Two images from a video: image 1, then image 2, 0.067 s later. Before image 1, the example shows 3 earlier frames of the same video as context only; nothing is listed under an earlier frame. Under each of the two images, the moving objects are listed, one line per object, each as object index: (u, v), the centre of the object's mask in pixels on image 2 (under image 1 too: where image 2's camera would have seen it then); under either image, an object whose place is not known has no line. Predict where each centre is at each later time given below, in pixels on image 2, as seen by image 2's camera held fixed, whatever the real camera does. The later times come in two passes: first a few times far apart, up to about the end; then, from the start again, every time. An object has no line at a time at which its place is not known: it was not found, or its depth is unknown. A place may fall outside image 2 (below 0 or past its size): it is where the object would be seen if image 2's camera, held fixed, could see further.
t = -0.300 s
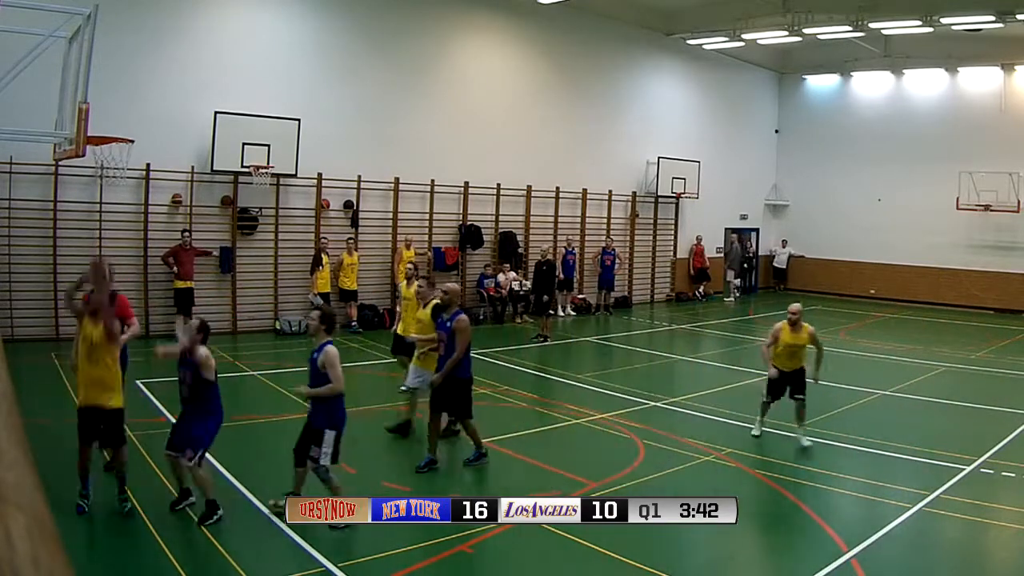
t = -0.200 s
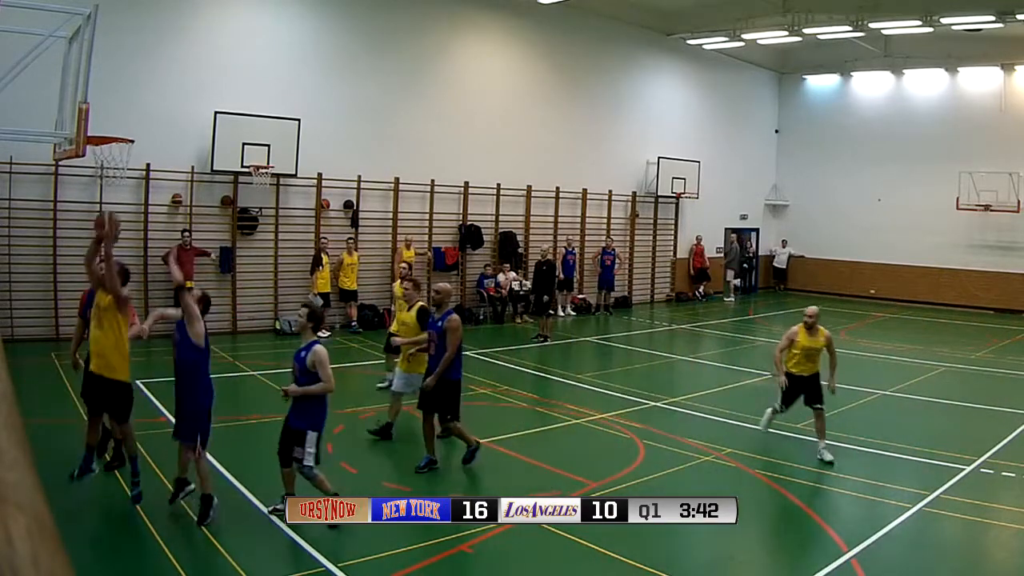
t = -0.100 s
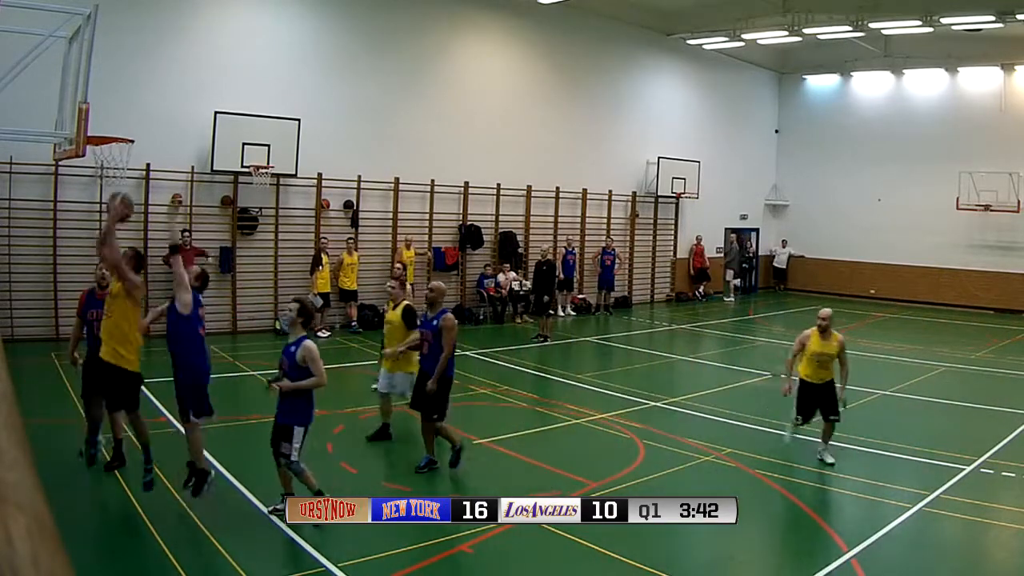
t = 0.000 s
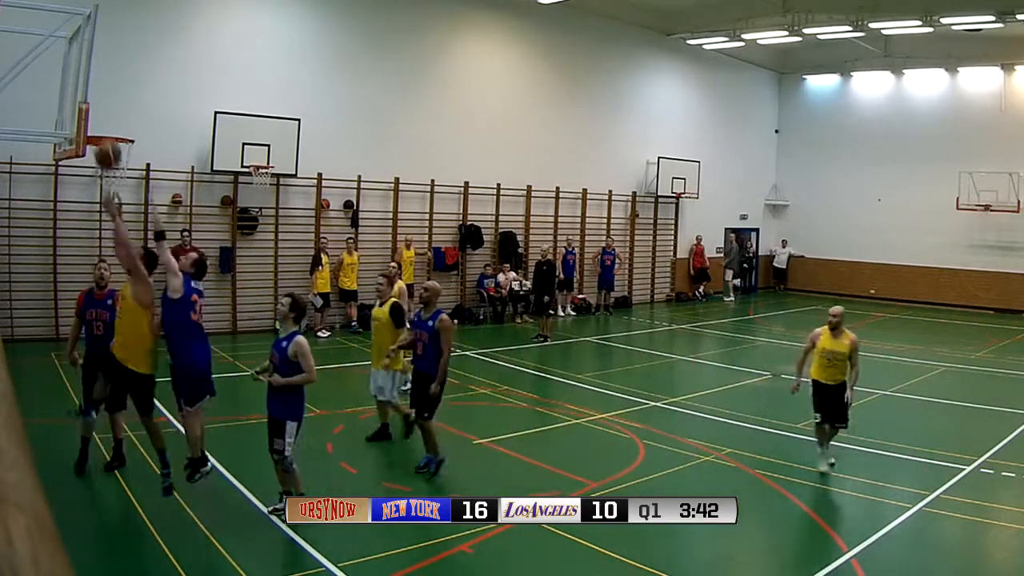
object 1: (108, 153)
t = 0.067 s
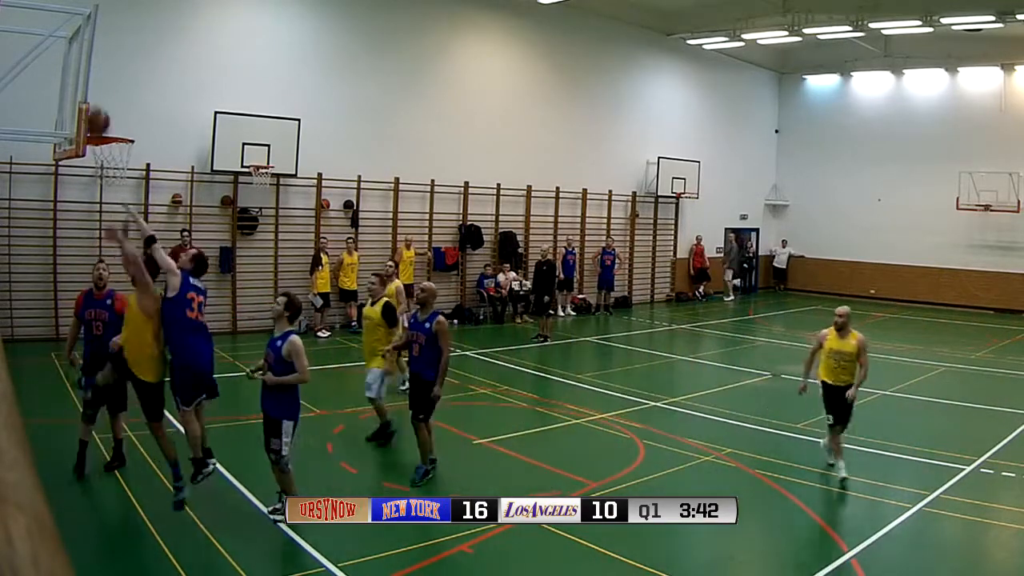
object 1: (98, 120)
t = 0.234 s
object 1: (104, 98)
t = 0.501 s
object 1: (118, 126)
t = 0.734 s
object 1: (119, 148)
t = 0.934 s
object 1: (122, 172)
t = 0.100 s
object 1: (95, 108)
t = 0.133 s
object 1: (96, 102)
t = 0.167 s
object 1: (98, 99)
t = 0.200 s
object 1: (100, 98)
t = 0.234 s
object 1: (104, 98)
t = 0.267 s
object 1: (107, 99)
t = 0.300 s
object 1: (110, 101)
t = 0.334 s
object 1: (114, 103)
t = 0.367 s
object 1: (117, 109)
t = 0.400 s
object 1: (120, 116)
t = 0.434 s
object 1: (122, 123)
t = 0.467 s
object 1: (123, 127)
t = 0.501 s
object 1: (118, 126)
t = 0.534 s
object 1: (112, 127)
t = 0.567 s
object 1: (106, 127)
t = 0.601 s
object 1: (101, 129)
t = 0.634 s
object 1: (102, 130)
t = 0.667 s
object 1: (108, 131)
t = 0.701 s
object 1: (118, 138)
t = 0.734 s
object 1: (119, 148)
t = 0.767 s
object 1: (123, 153)
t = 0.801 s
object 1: (125, 157)
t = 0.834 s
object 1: (126, 162)
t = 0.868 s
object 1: (126, 165)
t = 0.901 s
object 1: (124, 169)
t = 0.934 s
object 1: (122, 172)
